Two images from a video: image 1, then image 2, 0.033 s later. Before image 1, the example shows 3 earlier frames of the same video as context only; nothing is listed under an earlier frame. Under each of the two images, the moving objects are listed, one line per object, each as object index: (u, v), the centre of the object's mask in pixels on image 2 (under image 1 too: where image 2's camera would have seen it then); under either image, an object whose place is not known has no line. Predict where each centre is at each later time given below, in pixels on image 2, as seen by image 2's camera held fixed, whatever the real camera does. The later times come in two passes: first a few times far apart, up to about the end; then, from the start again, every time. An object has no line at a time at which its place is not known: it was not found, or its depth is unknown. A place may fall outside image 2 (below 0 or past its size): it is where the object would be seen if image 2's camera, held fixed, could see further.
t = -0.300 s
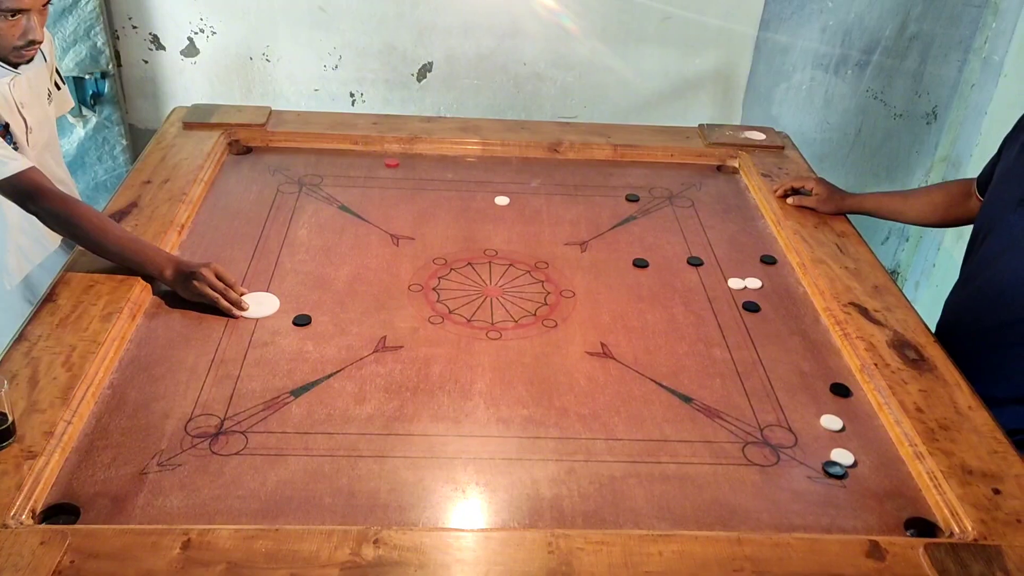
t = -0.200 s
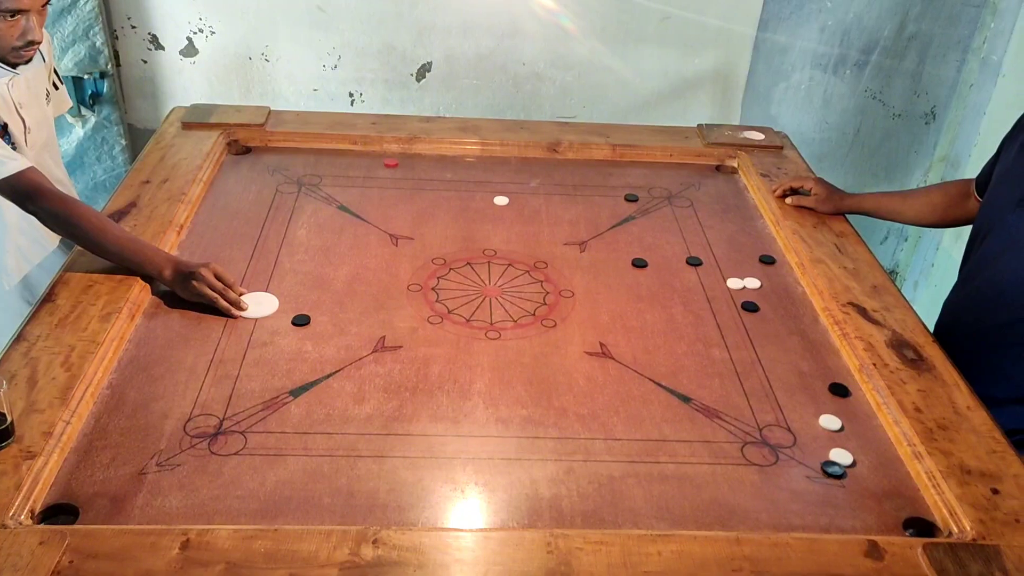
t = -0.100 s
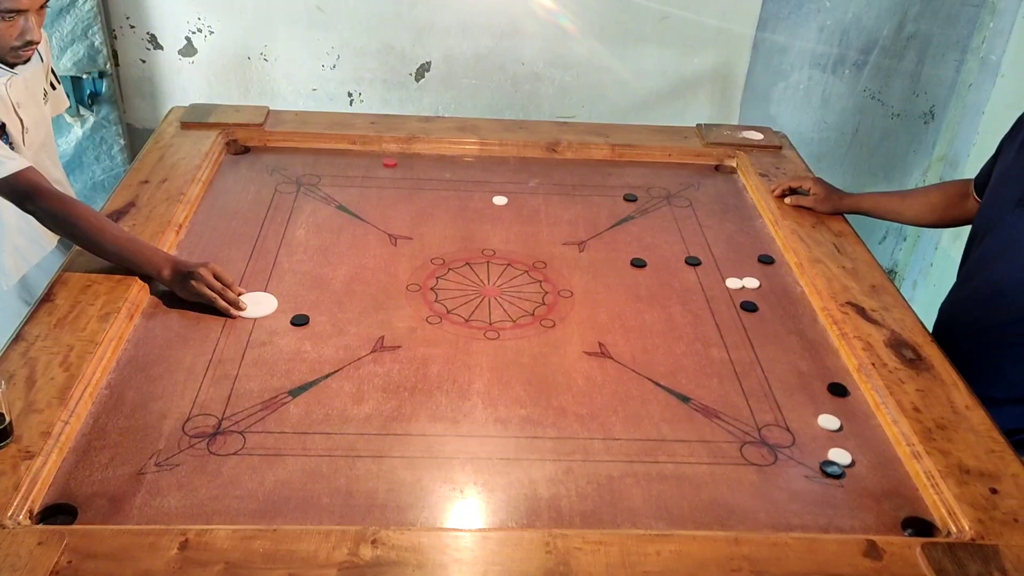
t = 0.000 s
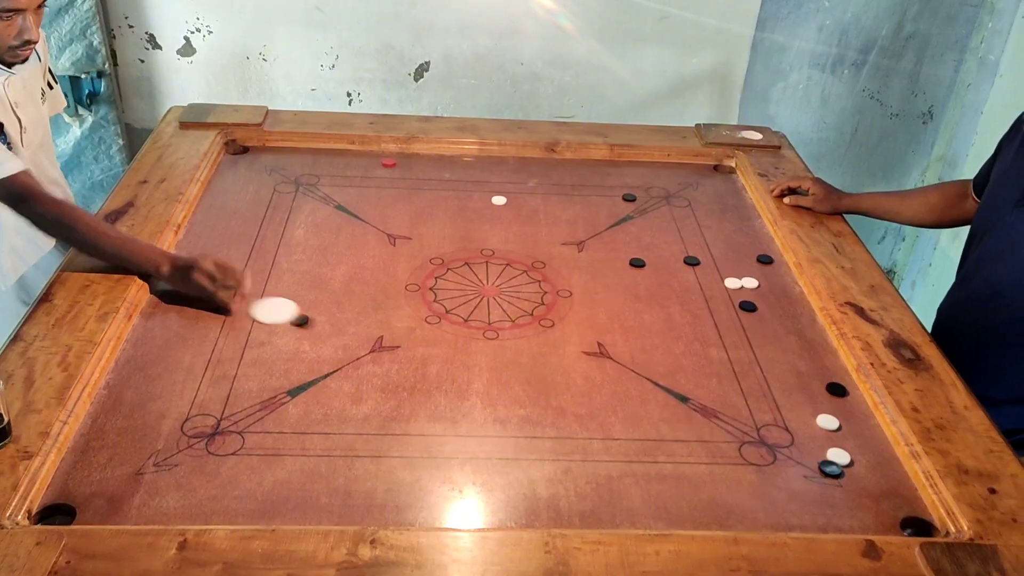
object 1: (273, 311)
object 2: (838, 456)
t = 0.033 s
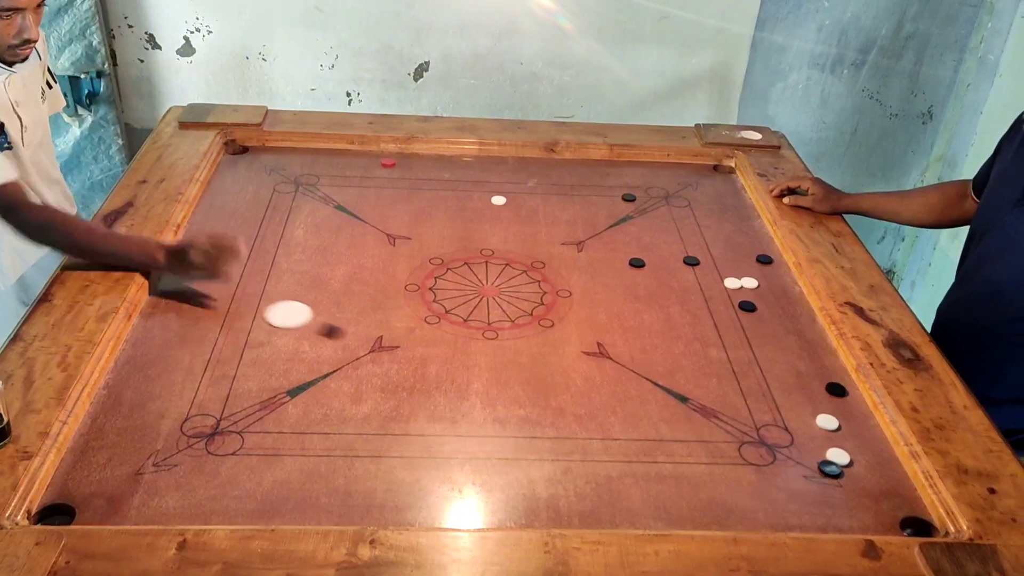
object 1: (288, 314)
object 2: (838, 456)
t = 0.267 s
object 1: (383, 340)
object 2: (838, 456)
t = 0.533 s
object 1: (490, 367)
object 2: (838, 456)
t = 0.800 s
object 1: (595, 393)
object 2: (838, 456)
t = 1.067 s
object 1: (697, 417)
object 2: (838, 456)
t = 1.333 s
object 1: (792, 437)
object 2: (838, 456)
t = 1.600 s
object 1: (854, 447)
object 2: (904, 504)
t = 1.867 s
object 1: (864, 450)
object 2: (888, 524)
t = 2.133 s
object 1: (862, 451)
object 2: (864, 498)
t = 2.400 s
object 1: (862, 451)
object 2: (851, 479)
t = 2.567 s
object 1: (862, 450)
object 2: (853, 473)
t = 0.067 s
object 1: (302, 318)
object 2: (838, 456)
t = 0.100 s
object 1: (316, 322)
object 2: (838, 456)
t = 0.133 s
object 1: (329, 325)
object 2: (838, 456)
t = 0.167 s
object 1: (343, 329)
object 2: (838, 456)
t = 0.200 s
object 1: (356, 332)
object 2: (838, 456)
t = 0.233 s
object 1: (370, 336)
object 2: (838, 456)
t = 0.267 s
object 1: (383, 340)
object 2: (838, 456)
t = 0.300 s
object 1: (397, 343)
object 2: (838, 456)
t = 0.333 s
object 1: (410, 346)
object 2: (838, 456)
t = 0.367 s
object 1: (423, 350)
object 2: (838, 456)
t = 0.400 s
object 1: (437, 353)
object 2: (838, 456)
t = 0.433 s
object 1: (450, 357)
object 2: (838, 456)
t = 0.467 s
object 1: (464, 360)
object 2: (838, 456)
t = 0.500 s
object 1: (477, 364)
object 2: (838, 456)
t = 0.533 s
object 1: (490, 367)
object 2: (838, 456)
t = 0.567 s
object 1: (503, 371)
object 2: (838, 456)
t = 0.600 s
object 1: (517, 374)
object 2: (838, 456)
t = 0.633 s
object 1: (530, 377)
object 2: (838, 456)
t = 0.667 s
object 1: (543, 381)
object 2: (838, 456)
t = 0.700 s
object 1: (556, 384)
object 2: (838, 456)
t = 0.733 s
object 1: (569, 387)
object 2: (838, 456)
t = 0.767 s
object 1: (582, 390)
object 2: (838, 456)
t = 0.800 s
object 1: (595, 393)
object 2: (838, 456)
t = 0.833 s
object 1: (608, 396)
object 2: (838, 456)
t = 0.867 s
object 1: (620, 399)
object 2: (838, 456)
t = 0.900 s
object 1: (633, 403)
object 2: (838, 456)
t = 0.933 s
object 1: (646, 405)
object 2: (838, 456)
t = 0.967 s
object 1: (659, 408)
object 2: (838, 456)
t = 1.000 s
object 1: (671, 411)
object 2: (838, 456)
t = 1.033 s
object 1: (684, 414)
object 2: (838, 456)
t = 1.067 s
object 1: (697, 417)
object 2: (838, 456)
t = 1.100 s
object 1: (708, 419)
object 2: (838, 456)
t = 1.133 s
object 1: (721, 422)
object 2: (838, 456)
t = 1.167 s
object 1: (733, 425)
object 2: (838, 456)
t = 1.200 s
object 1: (745, 427)
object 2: (838, 456)
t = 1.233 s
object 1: (757, 430)
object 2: (838, 456)
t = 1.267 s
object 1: (769, 432)
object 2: (838, 456)
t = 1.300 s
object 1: (781, 435)
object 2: (838, 456)
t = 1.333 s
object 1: (792, 437)
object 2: (838, 456)
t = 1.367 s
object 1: (803, 439)
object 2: (840, 457)
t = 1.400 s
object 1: (812, 440)
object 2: (853, 463)
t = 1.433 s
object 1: (820, 441)
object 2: (868, 471)
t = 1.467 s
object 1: (828, 443)
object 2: (883, 478)
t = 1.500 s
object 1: (835, 444)
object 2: (898, 485)
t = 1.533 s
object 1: (841, 445)
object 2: (907, 491)
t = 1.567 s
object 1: (848, 446)
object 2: (906, 498)
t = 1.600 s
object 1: (854, 447)
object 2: (904, 504)
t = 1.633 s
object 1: (860, 448)
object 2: (903, 510)
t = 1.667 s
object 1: (866, 449)
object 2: (902, 517)
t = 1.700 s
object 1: (870, 450)
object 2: (901, 523)
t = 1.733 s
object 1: (868, 450)
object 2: (900, 528)
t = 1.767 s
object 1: (867, 450)
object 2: (900, 531)
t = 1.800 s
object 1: (866, 450)
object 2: (896, 529)
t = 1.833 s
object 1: (864, 450)
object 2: (892, 527)
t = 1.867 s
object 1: (864, 450)
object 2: (888, 524)
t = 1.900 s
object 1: (863, 450)
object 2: (884, 520)
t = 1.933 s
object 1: (863, 451)
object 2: (881, 517)
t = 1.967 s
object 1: (863, 451)
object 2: (878, 514)
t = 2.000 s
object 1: (863, 451)
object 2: (874, 511)
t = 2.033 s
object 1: (862, 450)
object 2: (871, 507)
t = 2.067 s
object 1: (862, 450)
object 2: (869, 504)
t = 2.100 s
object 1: (862, 450)
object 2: (866, 501)
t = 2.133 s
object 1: (862, 451)
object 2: (864, 498)
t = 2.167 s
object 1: (862, 450)
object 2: (861, 495)
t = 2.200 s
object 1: (862, 450)
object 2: (859, 493)
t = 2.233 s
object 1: (862, 450)
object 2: (857, 490)
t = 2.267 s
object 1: (862, 450)
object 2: (856, 487)
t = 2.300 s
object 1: (863, 451)
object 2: (854, 485)
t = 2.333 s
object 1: (862, 451)
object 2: (853, 482)
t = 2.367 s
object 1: (862, 451)
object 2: (851, 480)
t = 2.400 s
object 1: (862, 451)
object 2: (851, 479)
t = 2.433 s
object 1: (862, 450)
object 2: (851, 477)
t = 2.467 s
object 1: (862, 450)
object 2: (852, 476)
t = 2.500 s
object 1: (862, 450)
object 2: (852, 475)
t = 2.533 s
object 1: (862, 450)
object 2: (853, 474)
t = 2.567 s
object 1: (862, 450)
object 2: (853, 473)
